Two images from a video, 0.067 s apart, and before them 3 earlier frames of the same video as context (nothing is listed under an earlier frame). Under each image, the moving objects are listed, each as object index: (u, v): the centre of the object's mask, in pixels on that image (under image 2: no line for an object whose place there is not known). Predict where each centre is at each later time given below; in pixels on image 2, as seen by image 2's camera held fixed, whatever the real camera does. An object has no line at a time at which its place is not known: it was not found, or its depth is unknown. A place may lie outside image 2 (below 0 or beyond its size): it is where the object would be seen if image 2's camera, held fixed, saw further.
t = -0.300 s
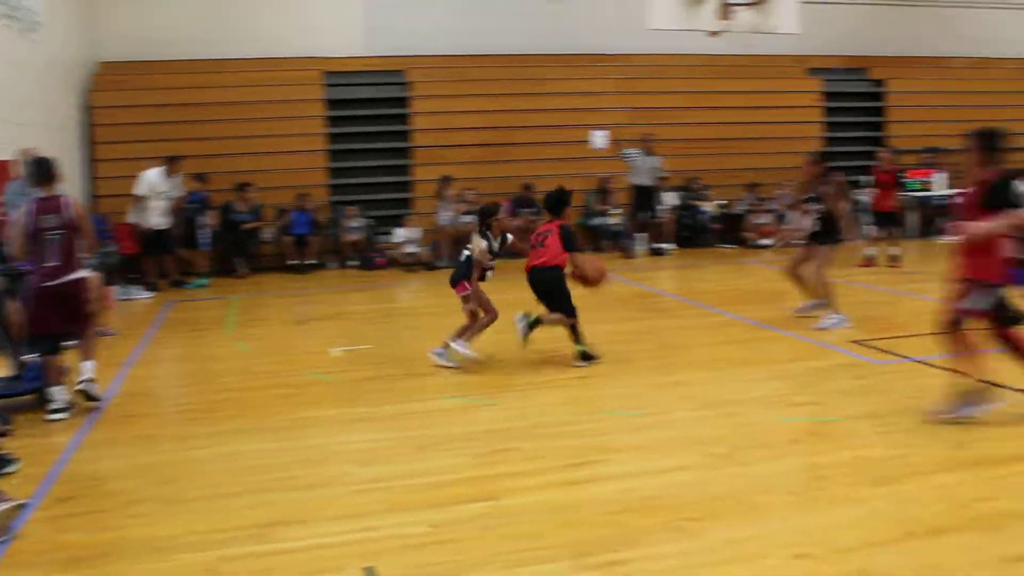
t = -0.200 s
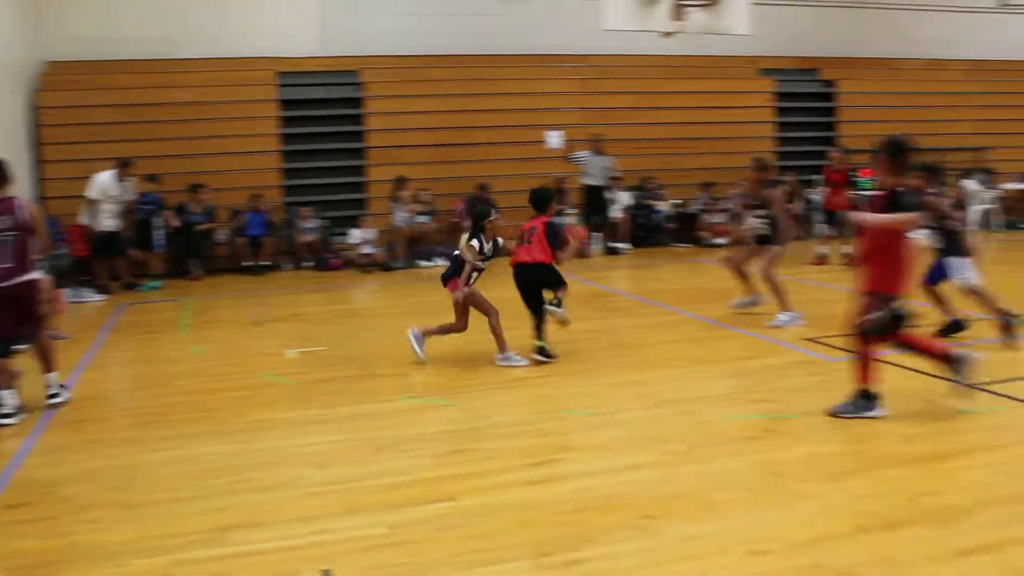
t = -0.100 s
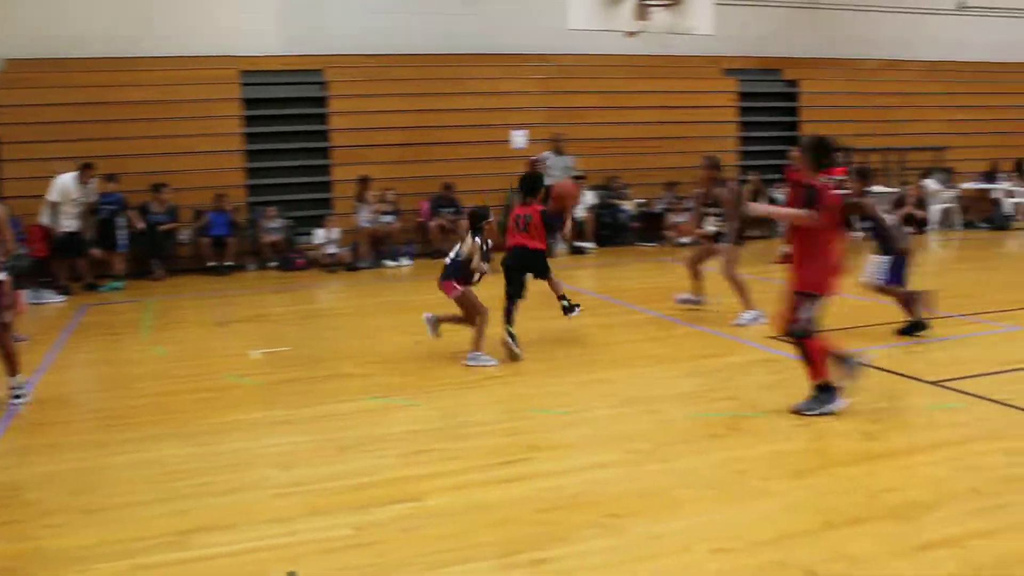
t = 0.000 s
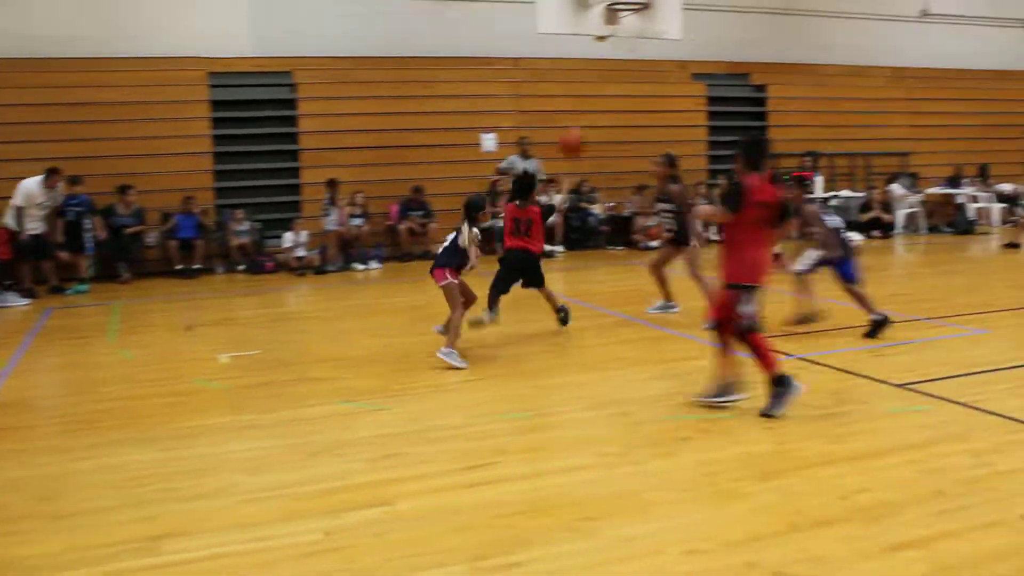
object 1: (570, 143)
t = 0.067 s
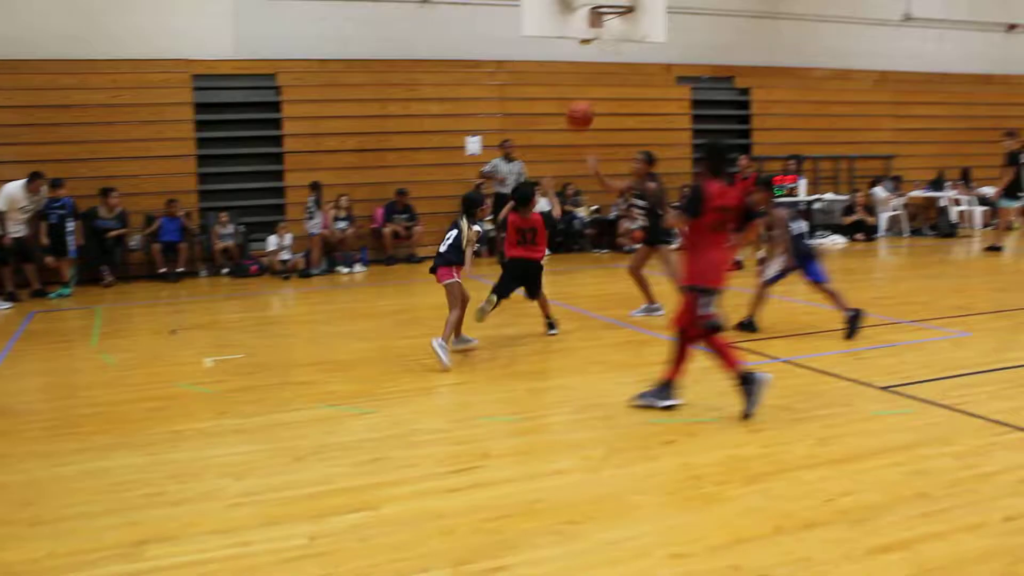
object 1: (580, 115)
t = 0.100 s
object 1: (590, 108)
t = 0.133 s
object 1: (599, 94)
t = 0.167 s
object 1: (609, 84)
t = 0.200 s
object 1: (616, 78)
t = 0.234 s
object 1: (625, 72)
